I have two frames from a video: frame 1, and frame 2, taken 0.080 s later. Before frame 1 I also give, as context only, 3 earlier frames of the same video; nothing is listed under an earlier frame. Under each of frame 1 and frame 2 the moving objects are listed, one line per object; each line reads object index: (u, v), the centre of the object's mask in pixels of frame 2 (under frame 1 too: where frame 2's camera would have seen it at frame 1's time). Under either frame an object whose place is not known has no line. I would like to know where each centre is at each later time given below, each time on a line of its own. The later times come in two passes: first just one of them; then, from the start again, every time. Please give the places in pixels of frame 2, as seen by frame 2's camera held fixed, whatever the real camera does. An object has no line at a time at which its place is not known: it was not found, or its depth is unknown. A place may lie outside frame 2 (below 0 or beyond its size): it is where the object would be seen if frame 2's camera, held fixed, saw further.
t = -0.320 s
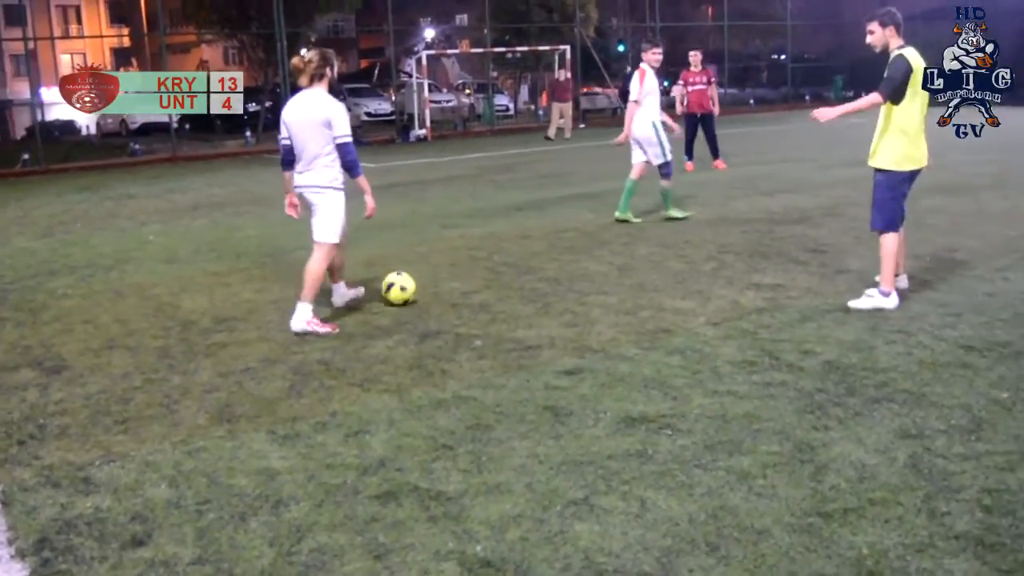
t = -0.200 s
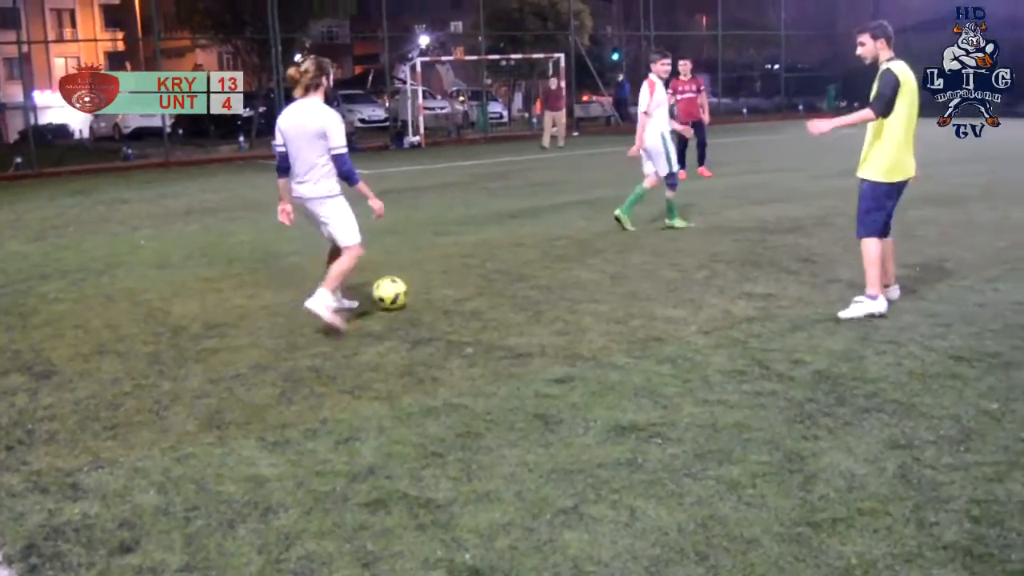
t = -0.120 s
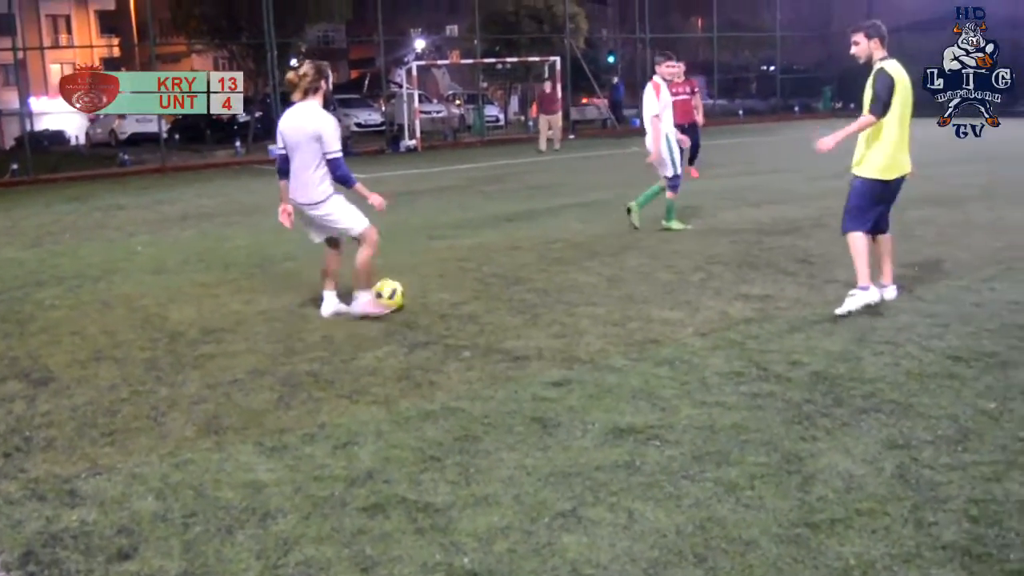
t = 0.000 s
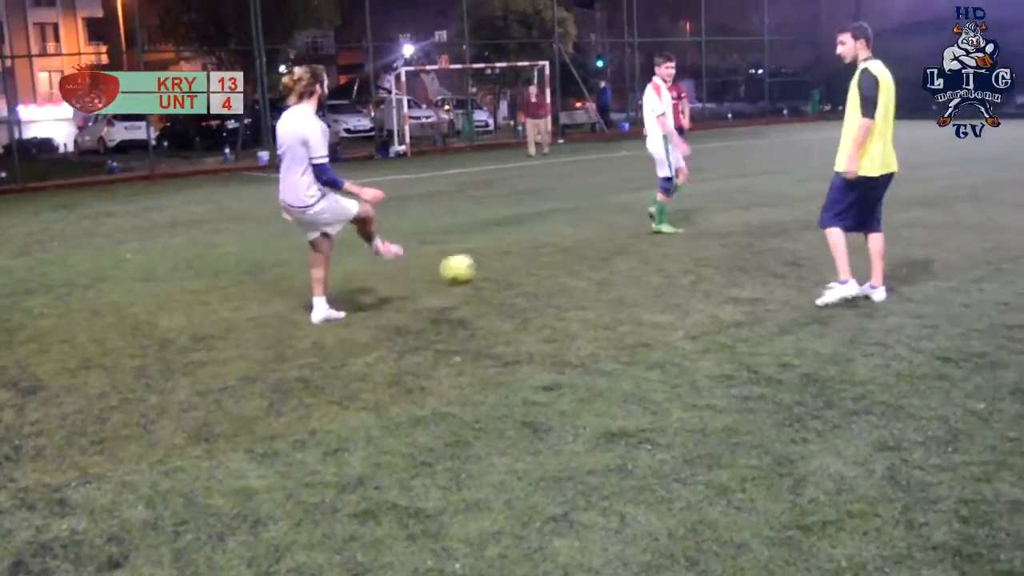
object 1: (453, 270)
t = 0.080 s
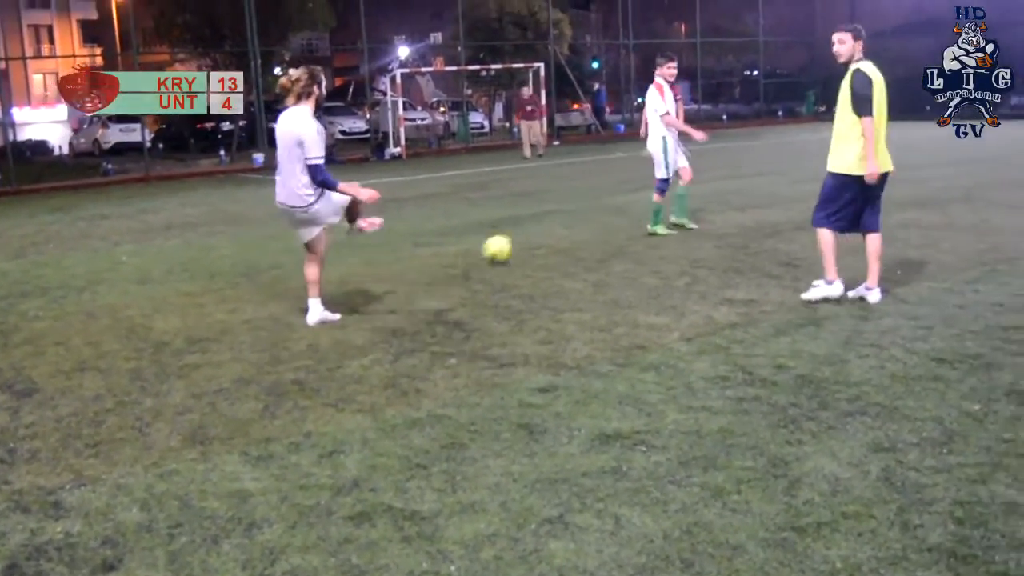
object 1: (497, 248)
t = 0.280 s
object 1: (578, 222)
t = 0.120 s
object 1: (517, 239)
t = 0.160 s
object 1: (534, 233)
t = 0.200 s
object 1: (551, 231)
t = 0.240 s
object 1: (566, 230)
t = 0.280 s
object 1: (578, 222)
